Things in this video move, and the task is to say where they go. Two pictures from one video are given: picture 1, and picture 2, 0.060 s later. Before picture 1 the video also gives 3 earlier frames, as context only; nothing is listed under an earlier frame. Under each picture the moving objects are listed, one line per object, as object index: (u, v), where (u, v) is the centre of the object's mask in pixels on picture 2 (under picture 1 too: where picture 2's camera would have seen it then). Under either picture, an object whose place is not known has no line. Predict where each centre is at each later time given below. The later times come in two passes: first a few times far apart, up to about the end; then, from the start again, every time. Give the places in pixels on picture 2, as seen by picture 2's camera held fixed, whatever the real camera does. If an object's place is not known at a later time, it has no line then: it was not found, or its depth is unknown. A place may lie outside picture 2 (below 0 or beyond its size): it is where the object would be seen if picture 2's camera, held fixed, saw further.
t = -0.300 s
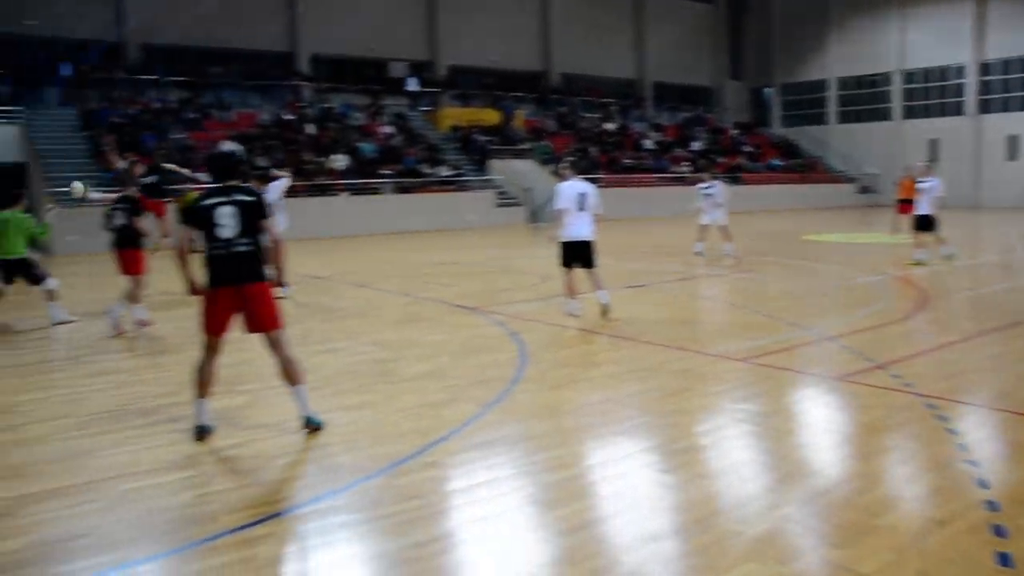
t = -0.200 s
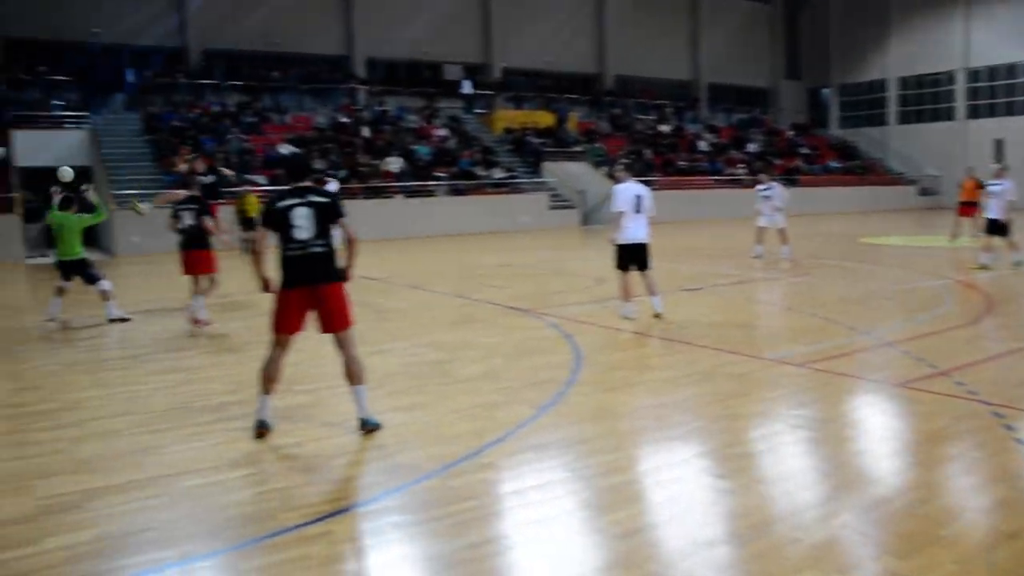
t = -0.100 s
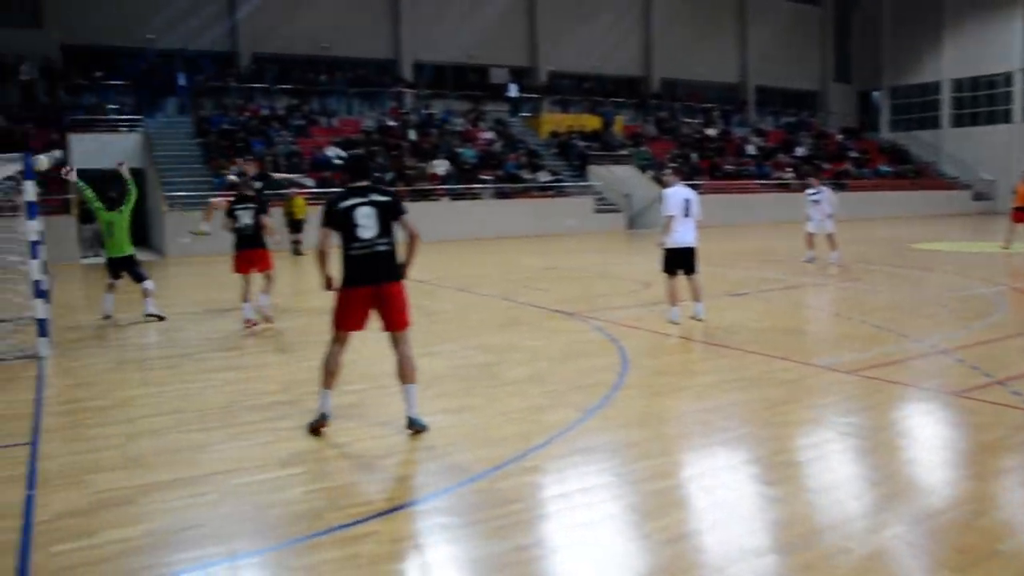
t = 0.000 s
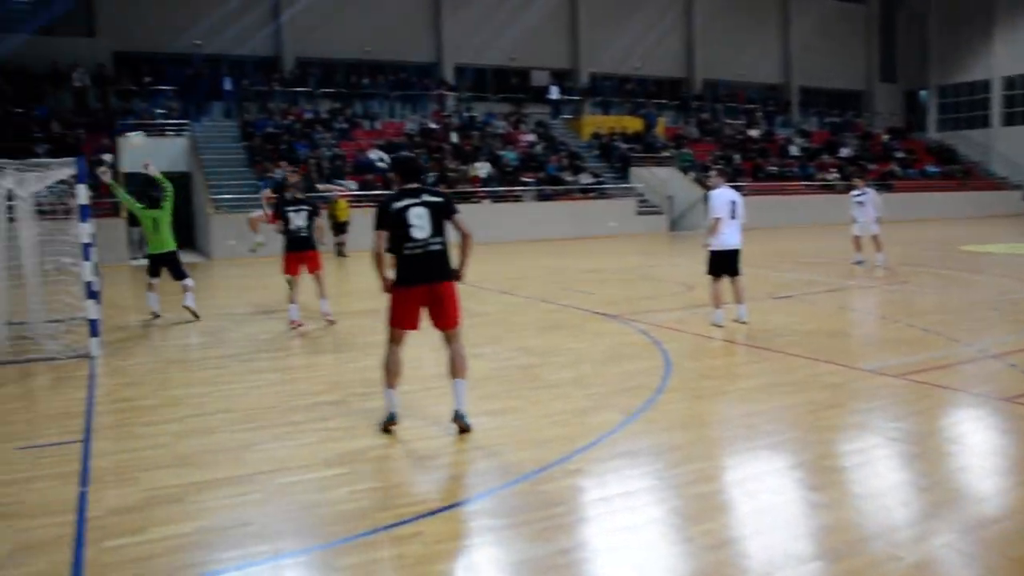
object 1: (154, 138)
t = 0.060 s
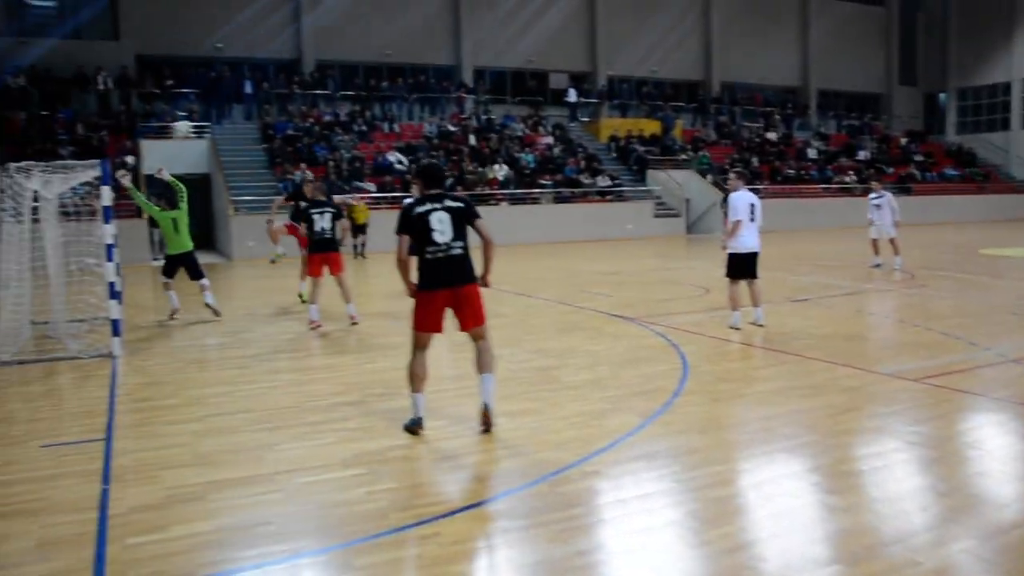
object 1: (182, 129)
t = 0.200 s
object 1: (251, 112)
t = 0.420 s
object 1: (359, 110)
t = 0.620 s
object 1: (468, 151)
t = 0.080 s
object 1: (192, 126)
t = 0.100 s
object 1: (203, 124)
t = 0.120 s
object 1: (212, 120)
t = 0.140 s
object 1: (221, 118)
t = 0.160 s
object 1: (230, 116)
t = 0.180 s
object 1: (241, 114)
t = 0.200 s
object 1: (251, 112)
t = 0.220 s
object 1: (260, 110)
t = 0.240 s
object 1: (270, 109)
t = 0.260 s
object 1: (279, 107)
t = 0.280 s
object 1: (288, 107)
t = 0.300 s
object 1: (299, 106)
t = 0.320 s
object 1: (308, 107)
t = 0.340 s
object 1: (318, 107)
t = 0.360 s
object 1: (329, 107)
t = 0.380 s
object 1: (339, 108)
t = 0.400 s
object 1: (348, 109)
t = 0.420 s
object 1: (359, 110)
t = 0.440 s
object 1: (369, 113)
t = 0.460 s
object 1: (379, 116)
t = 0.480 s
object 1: (390, 119)
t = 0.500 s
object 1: (400, 122)
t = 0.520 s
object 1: (411, 126)
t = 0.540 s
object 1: (423, 130)
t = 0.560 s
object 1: (434, 135)
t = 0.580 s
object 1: (444, 140)
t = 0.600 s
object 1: (456, 145)
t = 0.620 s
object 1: (468, 151)
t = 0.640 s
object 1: (479, 158)
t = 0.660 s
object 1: (491, 165)
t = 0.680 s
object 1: (503, 172)
